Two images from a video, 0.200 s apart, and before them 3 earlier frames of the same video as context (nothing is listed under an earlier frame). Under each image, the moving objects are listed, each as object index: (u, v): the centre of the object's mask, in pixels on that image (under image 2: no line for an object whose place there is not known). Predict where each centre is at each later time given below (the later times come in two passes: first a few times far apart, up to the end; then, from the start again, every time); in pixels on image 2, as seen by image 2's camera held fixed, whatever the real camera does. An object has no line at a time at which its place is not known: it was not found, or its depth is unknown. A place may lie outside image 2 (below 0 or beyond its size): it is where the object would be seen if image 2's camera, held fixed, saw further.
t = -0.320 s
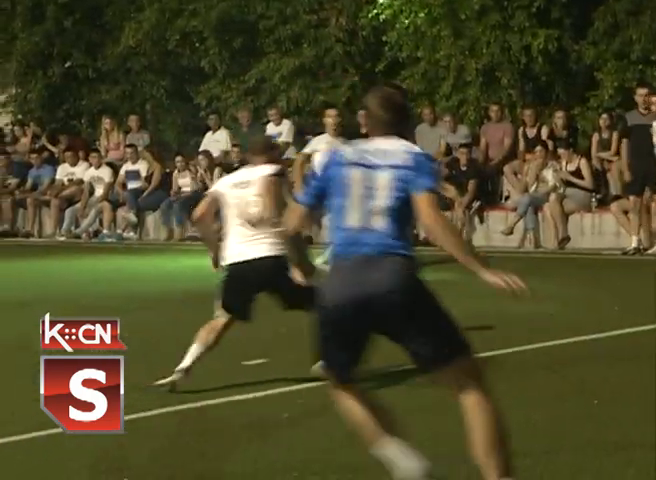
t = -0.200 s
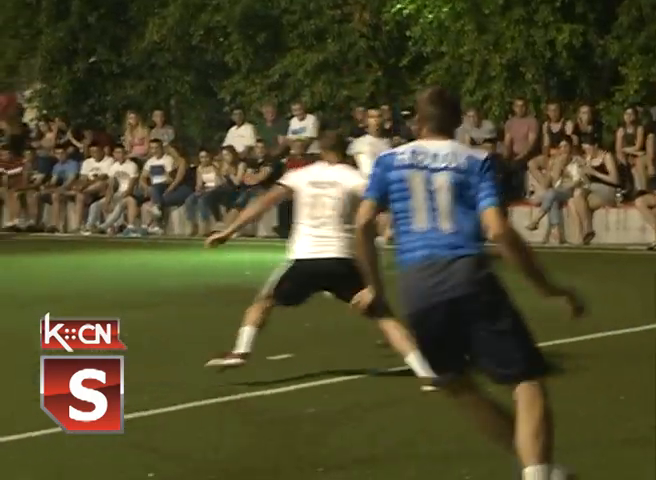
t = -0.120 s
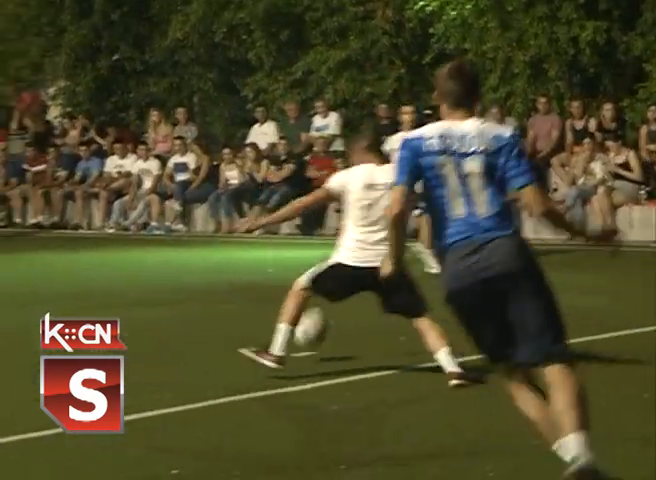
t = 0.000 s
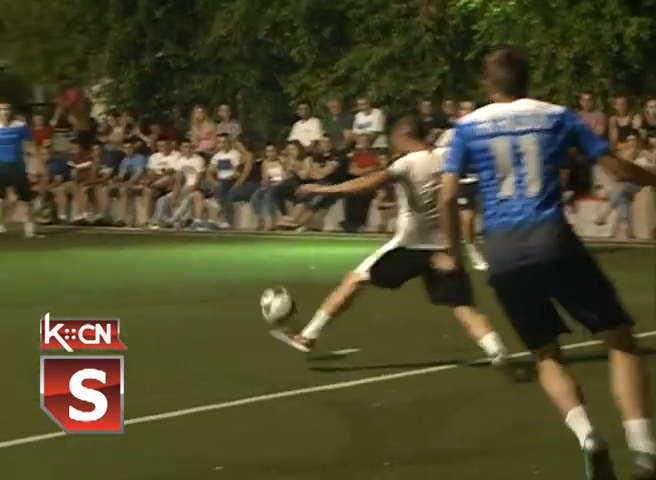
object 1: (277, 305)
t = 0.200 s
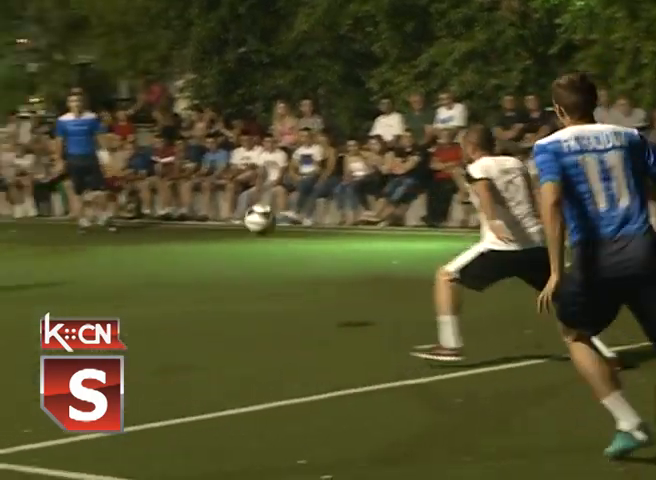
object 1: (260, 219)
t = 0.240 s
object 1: (243, 212)
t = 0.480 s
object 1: (146, 211)
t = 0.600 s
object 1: (104, 236)
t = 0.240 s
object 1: (243, 212)
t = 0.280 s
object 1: (225, 207)
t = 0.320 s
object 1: (208, 204)
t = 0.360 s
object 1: (192, 202)
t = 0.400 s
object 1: (177, 204)
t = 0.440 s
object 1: (161, 206)
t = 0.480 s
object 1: (146, 211)
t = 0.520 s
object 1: (130, 217)
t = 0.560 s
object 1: (117, 226)
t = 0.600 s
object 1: (104, 236)
